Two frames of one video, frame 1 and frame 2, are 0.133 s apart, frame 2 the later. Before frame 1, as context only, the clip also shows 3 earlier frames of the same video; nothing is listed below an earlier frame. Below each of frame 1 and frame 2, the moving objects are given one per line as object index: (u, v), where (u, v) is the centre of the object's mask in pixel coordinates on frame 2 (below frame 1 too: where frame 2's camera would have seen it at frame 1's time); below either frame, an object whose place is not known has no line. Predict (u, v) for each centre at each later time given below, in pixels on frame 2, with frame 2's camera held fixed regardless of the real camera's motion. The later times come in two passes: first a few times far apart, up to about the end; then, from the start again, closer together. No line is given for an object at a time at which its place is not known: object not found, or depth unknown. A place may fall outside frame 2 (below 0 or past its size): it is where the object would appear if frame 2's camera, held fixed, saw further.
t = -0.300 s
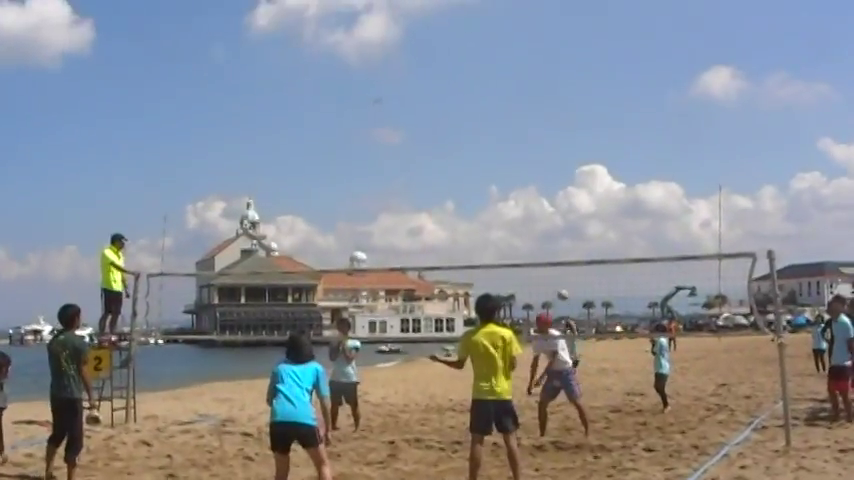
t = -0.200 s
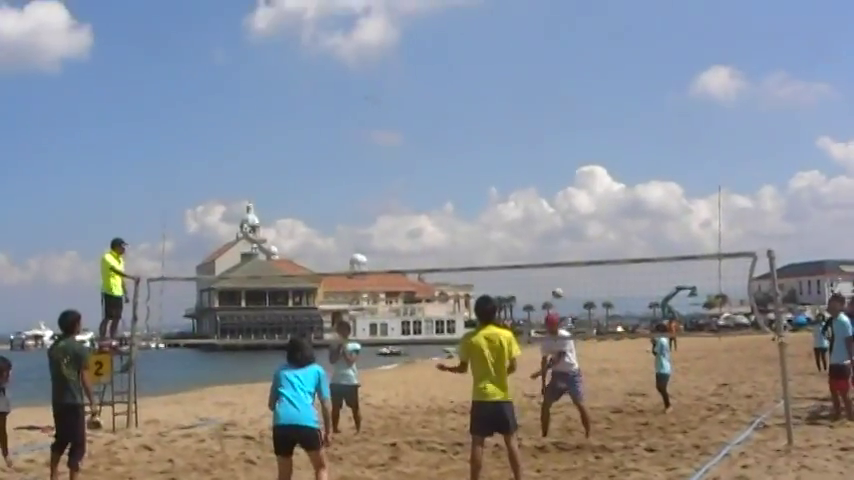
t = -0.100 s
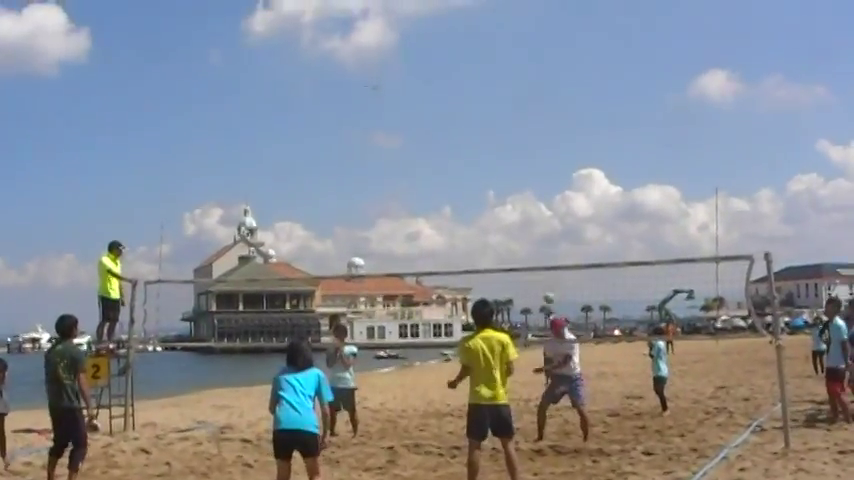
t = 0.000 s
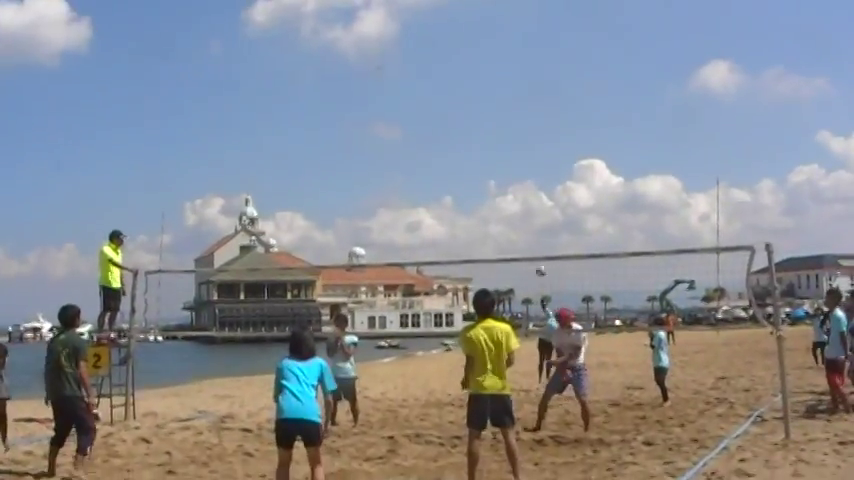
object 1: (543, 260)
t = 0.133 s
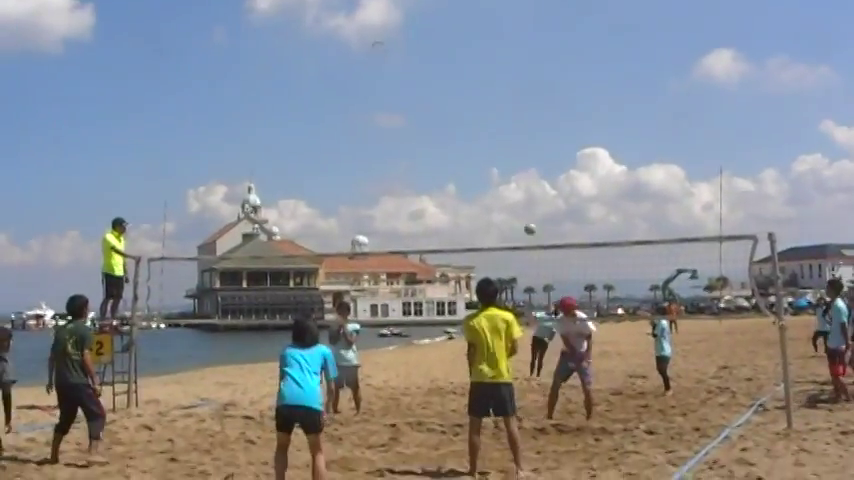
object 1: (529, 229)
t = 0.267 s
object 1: (516, 203)
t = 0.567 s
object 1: (492, 172)
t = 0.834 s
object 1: (476, 189)
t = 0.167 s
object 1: (526, 222)
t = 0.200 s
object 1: (523, 215)
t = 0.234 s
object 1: (519, 209)
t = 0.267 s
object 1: (516, 203)
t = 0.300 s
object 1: (513, 197)
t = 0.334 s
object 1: (510, 192)
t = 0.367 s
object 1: (508, 188)
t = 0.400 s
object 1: (504, 184)
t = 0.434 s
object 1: (502, 181)
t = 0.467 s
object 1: (499, 178)
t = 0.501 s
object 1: (497, 175)
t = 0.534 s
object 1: (494, 174)
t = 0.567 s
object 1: (492, 172)
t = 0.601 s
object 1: (490, 172)
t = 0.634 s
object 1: (488, 172)
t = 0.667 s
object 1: (486, 173)
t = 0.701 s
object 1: (484, 175)
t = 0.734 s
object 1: (482, 177)
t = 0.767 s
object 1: (480, 179)
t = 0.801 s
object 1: (478, 184)
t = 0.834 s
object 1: (476, 189)
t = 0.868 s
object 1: (474, 196)
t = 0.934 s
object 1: (470, 214)
